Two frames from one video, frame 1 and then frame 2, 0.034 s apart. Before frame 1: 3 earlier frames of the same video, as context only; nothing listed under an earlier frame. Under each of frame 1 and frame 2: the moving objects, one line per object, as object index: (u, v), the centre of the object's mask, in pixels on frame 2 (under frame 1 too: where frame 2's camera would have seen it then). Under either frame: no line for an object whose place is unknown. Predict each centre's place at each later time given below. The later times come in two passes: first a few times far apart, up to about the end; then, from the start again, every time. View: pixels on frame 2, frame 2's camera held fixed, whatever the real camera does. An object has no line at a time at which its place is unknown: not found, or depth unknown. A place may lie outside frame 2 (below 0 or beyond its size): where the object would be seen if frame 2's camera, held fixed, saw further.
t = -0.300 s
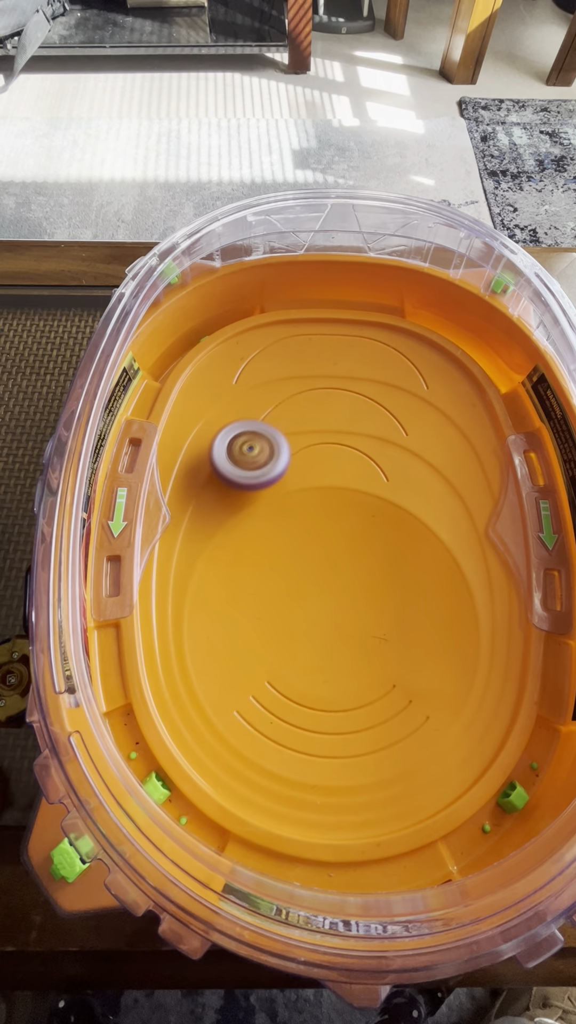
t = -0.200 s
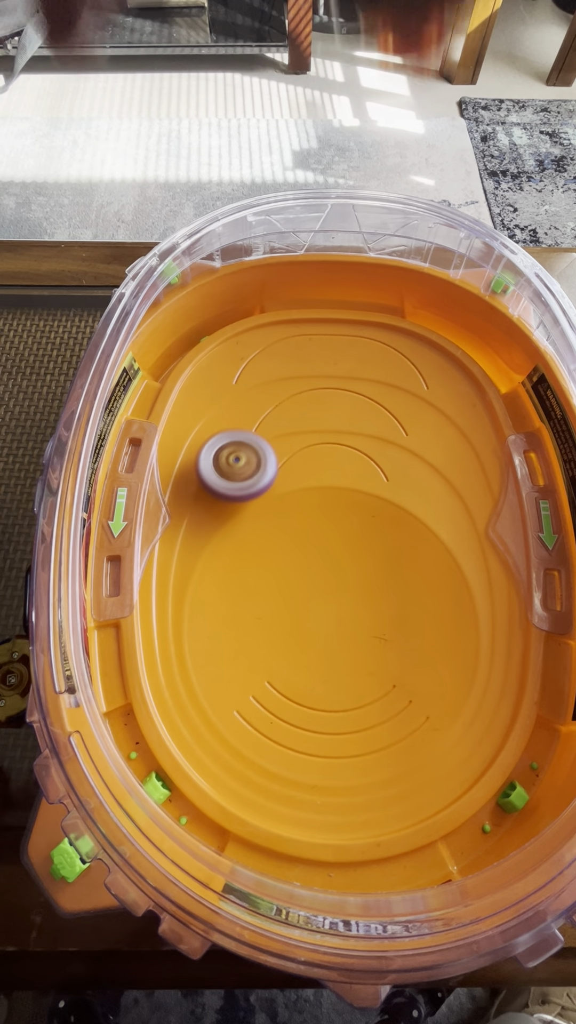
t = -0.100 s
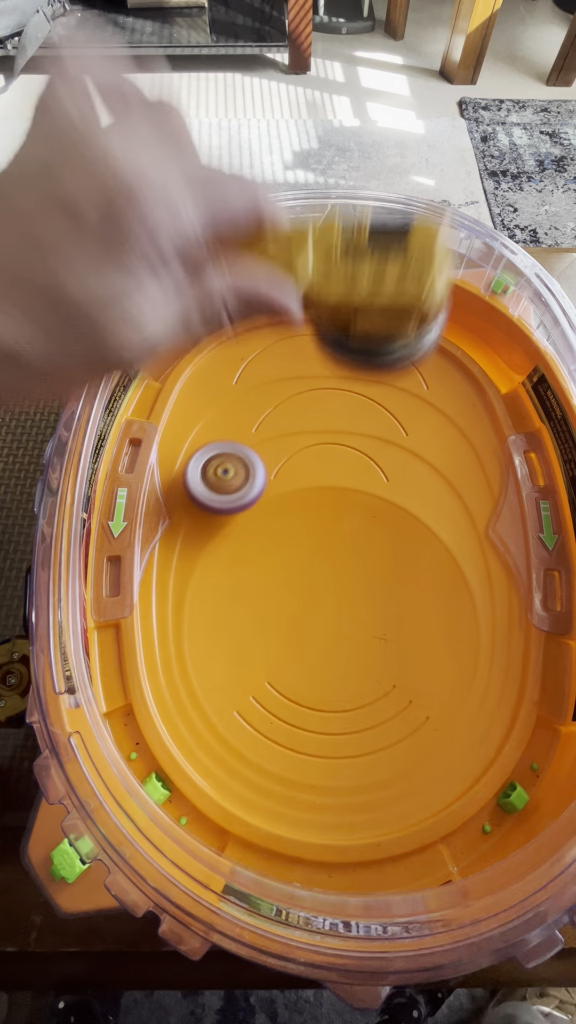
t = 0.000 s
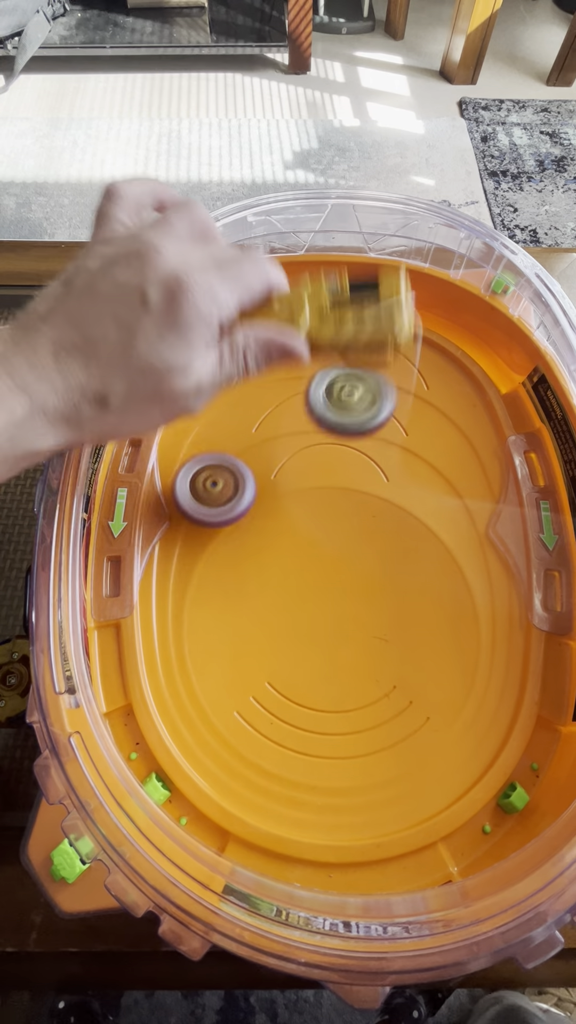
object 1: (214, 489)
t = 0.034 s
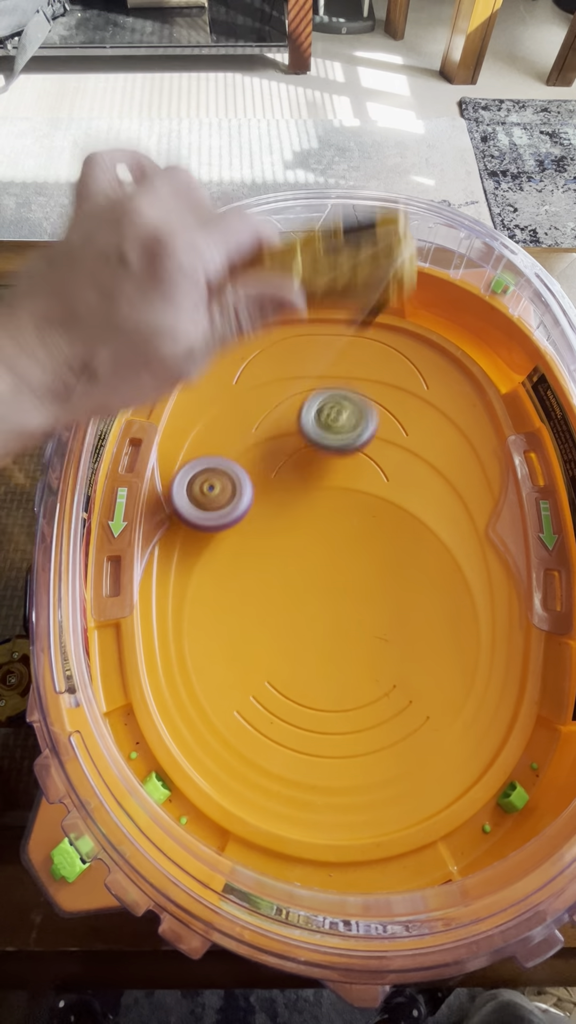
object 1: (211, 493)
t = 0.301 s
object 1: (170, 597)
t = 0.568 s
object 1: (381, 818)
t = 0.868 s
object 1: (456, 480)
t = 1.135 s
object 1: (233, 353)
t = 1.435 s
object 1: (224, 597)
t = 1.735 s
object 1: (521, 750)
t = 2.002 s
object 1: (452, 477)
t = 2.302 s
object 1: (361, 444)
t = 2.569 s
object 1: (313, 463)
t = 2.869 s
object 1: (247, 556)
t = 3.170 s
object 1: (336, 730)
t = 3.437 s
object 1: (475, 672)
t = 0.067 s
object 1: (209, 497)
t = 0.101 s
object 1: (208, 500)
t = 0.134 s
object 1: (206, 504)
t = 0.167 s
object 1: (207, 508)
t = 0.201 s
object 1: (207, 512)
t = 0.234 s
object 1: (207, 515)
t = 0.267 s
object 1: (188, 554)
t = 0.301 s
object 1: (170, 597)
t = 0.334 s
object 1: (154, 644)
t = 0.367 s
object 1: (156, 690)
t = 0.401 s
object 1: (193, 729)
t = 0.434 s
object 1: (229, 763)
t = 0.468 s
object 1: (267, 789)
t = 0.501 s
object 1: (305, 810)
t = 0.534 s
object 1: (343, 824)
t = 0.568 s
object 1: (381, 818)
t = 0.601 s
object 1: (419, 803)
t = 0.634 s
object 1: (456, 778)
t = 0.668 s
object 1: (486, 747)
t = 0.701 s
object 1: (511, 708)
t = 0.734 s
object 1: (522, 660)
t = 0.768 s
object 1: (524, 612)
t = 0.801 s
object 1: (511, 560)
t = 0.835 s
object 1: (484, 519)
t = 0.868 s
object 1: (456, 480)
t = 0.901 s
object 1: (430, 448)
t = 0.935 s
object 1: (403, 422)
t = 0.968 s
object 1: (377, 400)
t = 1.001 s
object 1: (351, 382)
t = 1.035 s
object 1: (325, 369)
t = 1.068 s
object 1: (296, 360)
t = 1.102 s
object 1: (266, 353)
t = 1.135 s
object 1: (233, 353)
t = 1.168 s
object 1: (202, 354)
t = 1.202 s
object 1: (174, 358)
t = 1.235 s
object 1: (166, 377)
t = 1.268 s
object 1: (176, 411)
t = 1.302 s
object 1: (184, 447)
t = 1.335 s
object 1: (192, 483)
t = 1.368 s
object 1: (203, 520)
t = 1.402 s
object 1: (213, 557)
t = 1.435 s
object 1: (224, 597)
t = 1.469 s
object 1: (241, 638)
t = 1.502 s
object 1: (263, 679)
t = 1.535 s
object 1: (295, 718)
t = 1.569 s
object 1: (335, 752)
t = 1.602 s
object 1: (380, 777)
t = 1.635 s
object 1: (426, 795)
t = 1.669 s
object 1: (467, 789)
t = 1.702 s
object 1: (499, 773)
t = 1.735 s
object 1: (521, 750)
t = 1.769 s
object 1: (530, 714)
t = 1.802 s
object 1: (532, 678)
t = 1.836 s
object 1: (523, 638)
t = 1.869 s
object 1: (504, 598)
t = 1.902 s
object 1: (489, 558)
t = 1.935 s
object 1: (476, 524)
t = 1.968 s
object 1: (463, 498)
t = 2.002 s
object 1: (452, 477)
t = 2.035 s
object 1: (440, 462)
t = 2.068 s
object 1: (430, 452)
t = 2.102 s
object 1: (418, 446)
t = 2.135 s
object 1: (408, 443)
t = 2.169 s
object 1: (398, 441)
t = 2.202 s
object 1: (388, 441)
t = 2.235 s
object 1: (379, 443)
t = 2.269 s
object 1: (369, 443)
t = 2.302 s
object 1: (361, 444)
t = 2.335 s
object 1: (353, 445)
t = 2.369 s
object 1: (346, 447)
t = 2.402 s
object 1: (340, 449)
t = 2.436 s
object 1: (333, 451)
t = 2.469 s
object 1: (328, 454)
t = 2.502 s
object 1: (322, 457)
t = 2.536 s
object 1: (317, 460)
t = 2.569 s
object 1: (313, 463)
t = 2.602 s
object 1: (309, 466)
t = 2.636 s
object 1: (305, 468)
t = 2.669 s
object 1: (302, 471)
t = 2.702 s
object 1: (298, 476)
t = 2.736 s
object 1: (292, 483)
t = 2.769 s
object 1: (283, 496)
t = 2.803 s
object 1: (270, 513)
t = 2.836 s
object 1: (258, 534)
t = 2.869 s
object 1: (247, 556)
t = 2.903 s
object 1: (240, 579)
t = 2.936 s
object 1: (237, 603)
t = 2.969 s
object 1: (238, 626)
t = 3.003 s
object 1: (244, 649)
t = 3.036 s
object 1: (255, 672)
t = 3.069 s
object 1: (271, 693)
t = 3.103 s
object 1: (291, 710)
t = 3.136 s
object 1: (313, 723)
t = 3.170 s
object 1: (336, 730)
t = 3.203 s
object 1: (357, 731)
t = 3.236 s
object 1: (374, 726)
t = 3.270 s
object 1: (387, 717)
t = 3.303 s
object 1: (398, 705)
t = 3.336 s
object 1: (405, 692)
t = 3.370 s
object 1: (407, 678)
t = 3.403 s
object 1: (428, 674)
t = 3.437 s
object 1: (475, 672)
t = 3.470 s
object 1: (518, 664)
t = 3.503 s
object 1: (534, 642)
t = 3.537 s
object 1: (534, 617)
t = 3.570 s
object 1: (532, 597)
